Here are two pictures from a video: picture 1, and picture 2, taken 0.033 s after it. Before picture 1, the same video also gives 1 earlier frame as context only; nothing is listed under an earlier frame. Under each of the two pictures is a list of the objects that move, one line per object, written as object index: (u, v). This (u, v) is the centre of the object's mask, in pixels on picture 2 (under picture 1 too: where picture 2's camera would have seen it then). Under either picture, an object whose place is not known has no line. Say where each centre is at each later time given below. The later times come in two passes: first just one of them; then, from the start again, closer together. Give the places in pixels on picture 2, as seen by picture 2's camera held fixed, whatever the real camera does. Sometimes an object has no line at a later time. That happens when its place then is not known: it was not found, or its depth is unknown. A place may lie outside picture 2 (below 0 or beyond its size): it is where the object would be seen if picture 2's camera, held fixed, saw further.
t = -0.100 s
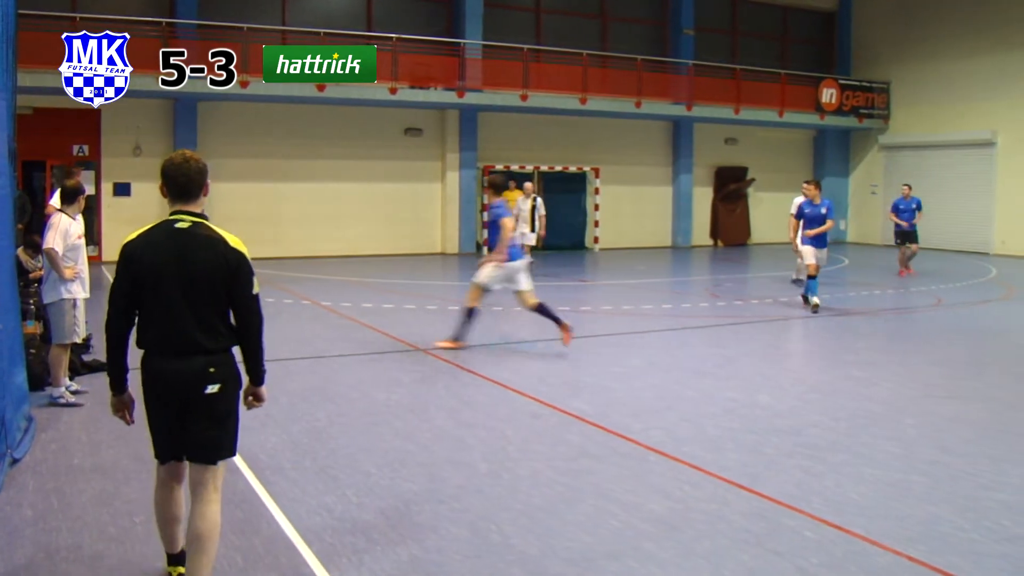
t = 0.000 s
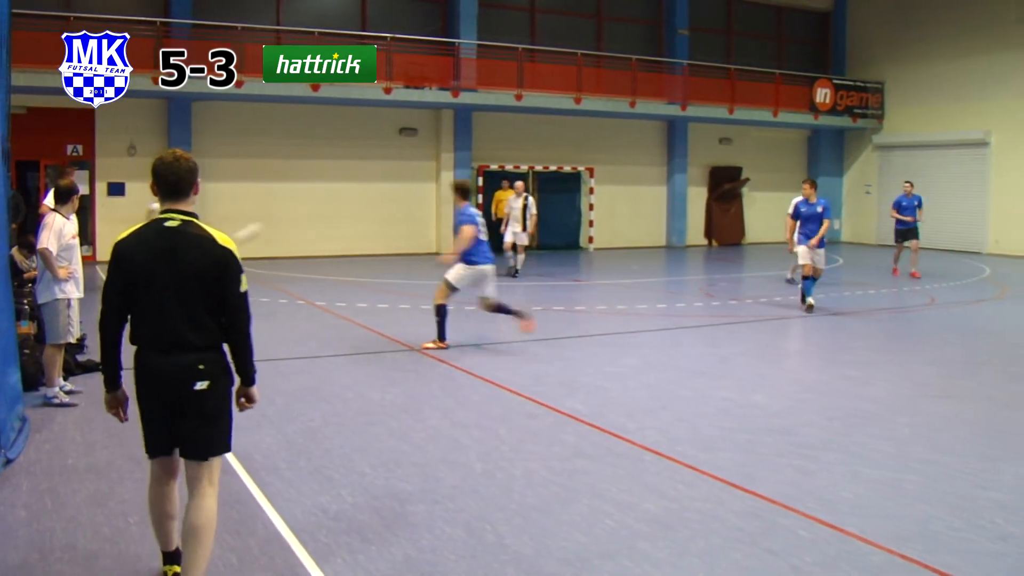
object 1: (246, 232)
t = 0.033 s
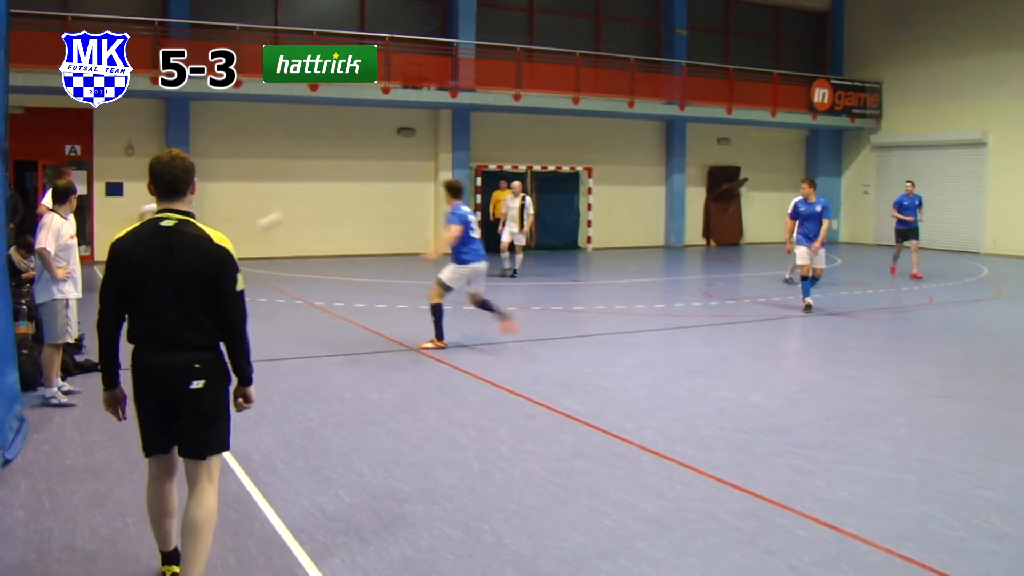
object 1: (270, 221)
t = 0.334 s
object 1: (533, 126)
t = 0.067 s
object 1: (294, 209)
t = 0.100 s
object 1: (320, 197)
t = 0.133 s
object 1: (347, 185)
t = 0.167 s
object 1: (375, 174)
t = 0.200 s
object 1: (404, 163)
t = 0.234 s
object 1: (435, 153)
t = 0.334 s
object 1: (533, 126)
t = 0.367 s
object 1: (567, 118)
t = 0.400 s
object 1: (603, 111)
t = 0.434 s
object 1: (640, 103)
